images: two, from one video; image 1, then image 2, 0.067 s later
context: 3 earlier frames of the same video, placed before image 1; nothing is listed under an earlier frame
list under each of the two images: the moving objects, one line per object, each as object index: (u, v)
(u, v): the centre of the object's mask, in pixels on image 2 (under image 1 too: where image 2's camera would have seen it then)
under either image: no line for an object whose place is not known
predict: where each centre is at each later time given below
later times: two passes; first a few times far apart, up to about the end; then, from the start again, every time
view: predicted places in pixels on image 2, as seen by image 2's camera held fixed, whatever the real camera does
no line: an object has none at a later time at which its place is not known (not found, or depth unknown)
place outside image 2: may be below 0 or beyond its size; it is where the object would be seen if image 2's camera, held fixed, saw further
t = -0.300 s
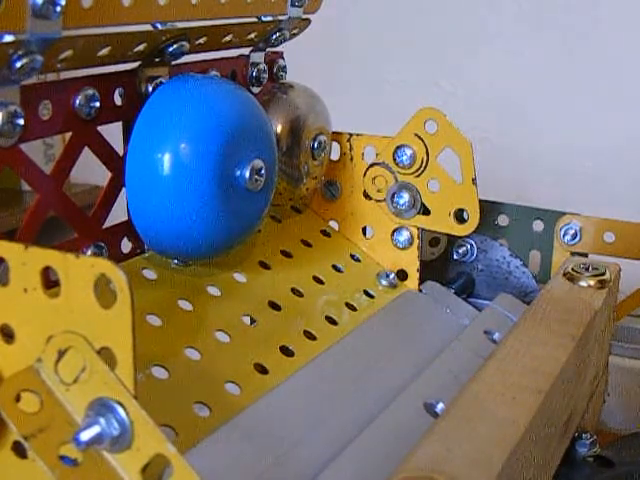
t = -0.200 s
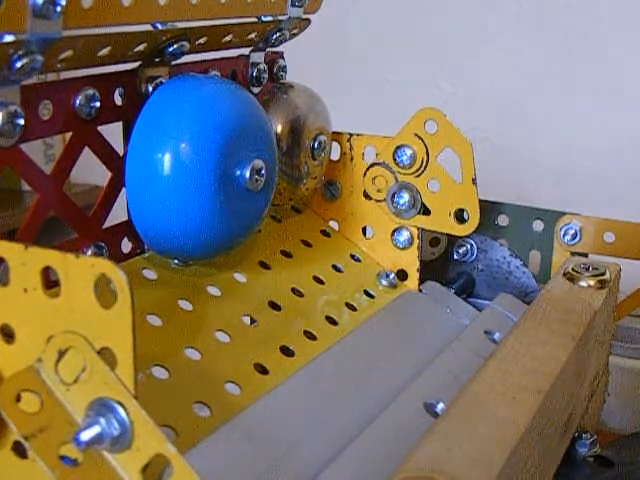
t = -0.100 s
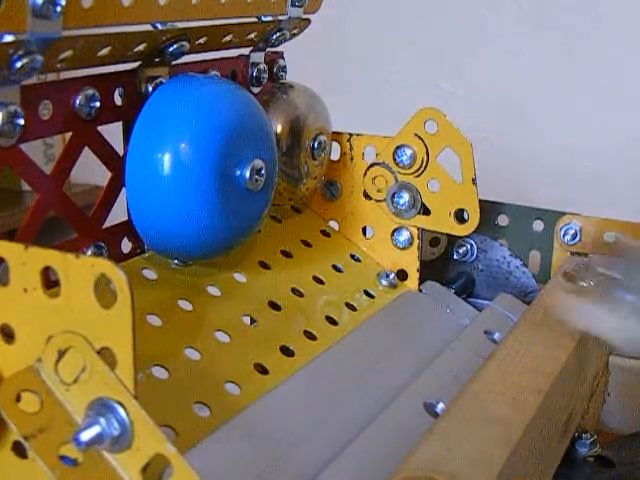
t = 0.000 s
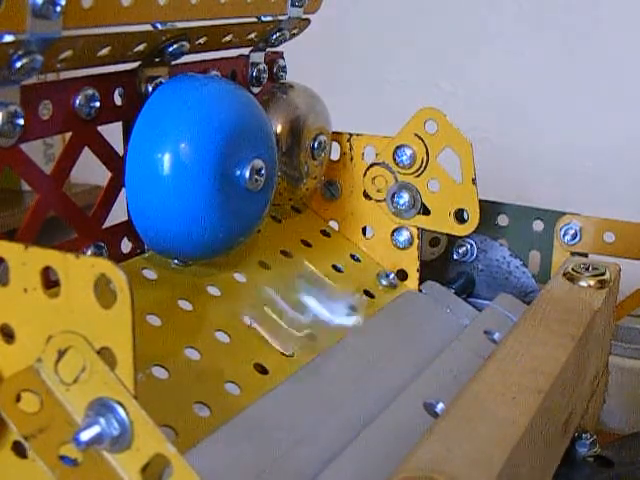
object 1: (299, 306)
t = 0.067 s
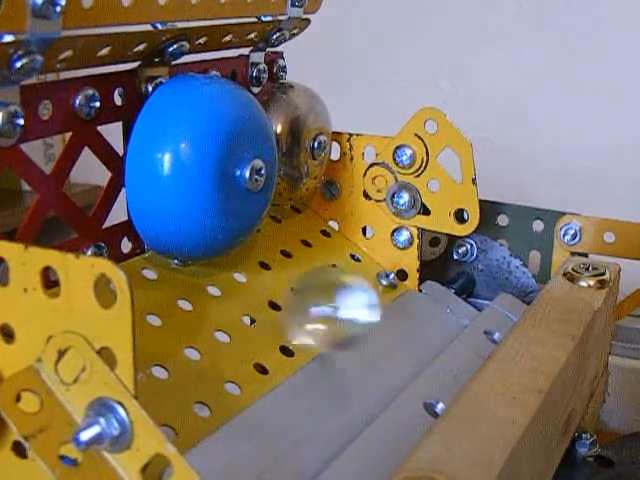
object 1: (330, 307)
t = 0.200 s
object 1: (392, 340)
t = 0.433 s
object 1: (417, 319)
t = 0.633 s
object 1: (442, 298)
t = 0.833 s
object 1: (466, 278)
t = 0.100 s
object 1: (366, 330)
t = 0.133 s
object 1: (386, 345)
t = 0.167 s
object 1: (389, 343)
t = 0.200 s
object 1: (392, 340)
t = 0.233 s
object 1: (396, 337)
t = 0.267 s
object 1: (399, 335)
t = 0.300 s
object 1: (402, 333)
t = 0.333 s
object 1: (406, 330)
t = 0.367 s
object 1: (409, 326)
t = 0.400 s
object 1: (413, 323)
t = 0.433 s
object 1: (417, 319)
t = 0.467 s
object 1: (421, 315)
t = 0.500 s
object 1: (425, 312)
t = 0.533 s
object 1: (429, 308)
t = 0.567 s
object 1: (434, 305)
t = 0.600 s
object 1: (438, 301)
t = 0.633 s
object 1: (442, 298)
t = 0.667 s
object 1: (446, 294)
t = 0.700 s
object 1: (451, 290)
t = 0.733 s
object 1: (455, 287)
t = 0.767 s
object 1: (459, 283)
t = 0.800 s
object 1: (462, 281)
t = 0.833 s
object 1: (466, 278)
